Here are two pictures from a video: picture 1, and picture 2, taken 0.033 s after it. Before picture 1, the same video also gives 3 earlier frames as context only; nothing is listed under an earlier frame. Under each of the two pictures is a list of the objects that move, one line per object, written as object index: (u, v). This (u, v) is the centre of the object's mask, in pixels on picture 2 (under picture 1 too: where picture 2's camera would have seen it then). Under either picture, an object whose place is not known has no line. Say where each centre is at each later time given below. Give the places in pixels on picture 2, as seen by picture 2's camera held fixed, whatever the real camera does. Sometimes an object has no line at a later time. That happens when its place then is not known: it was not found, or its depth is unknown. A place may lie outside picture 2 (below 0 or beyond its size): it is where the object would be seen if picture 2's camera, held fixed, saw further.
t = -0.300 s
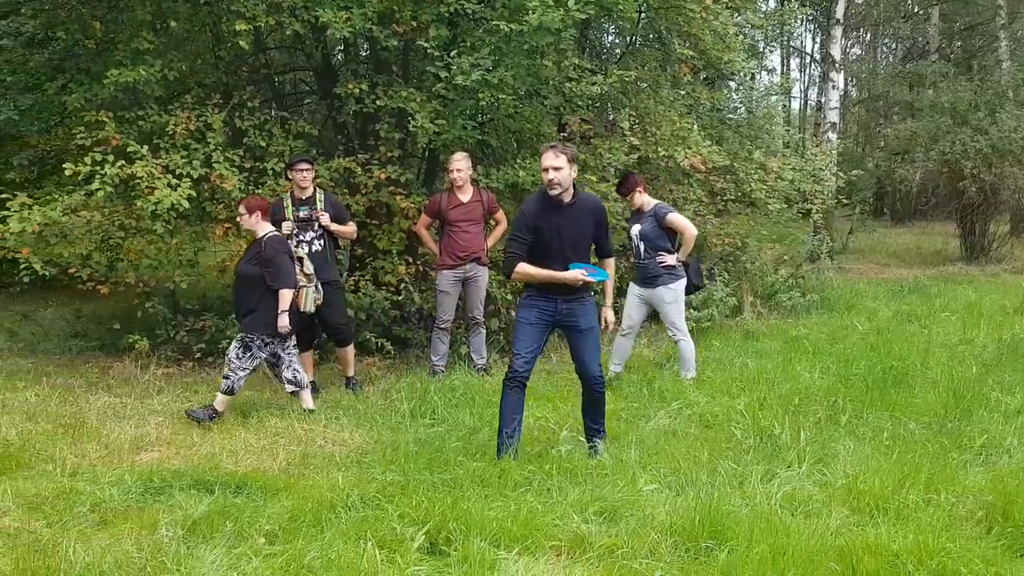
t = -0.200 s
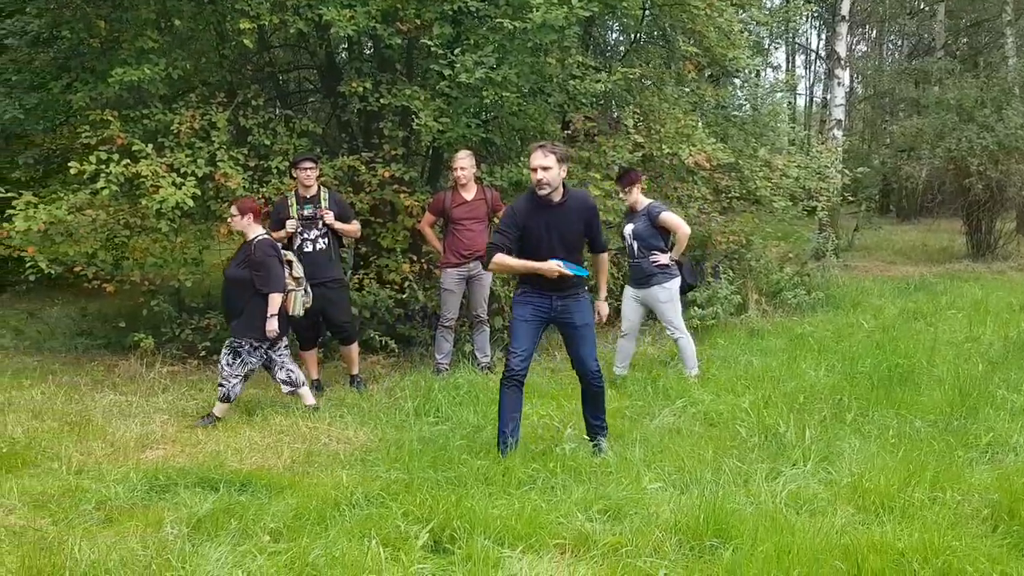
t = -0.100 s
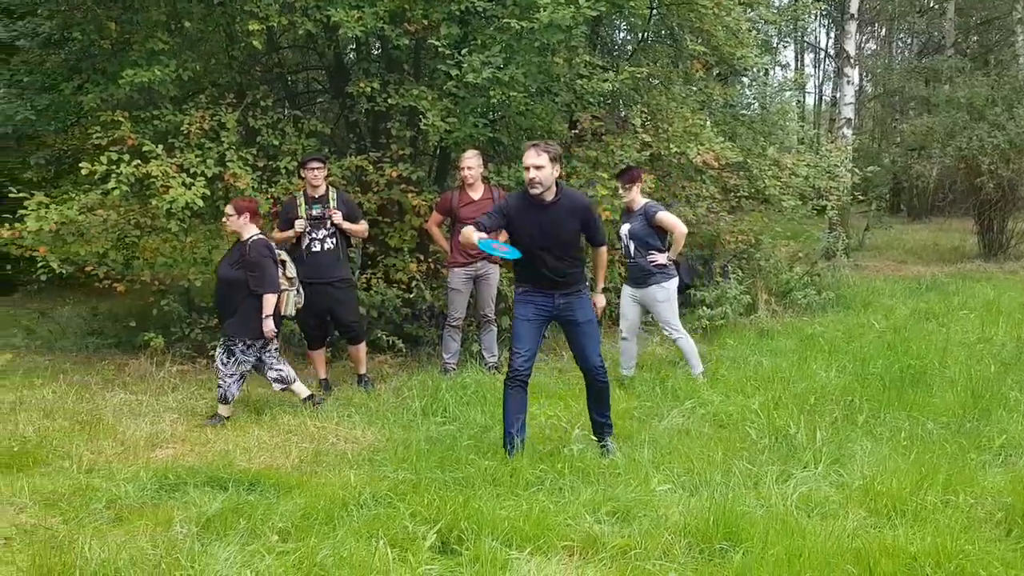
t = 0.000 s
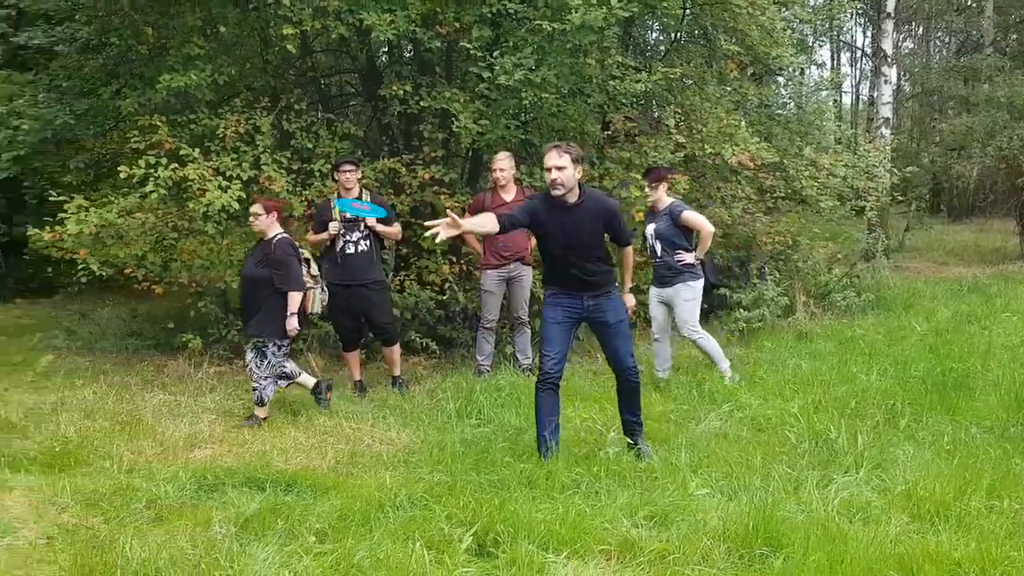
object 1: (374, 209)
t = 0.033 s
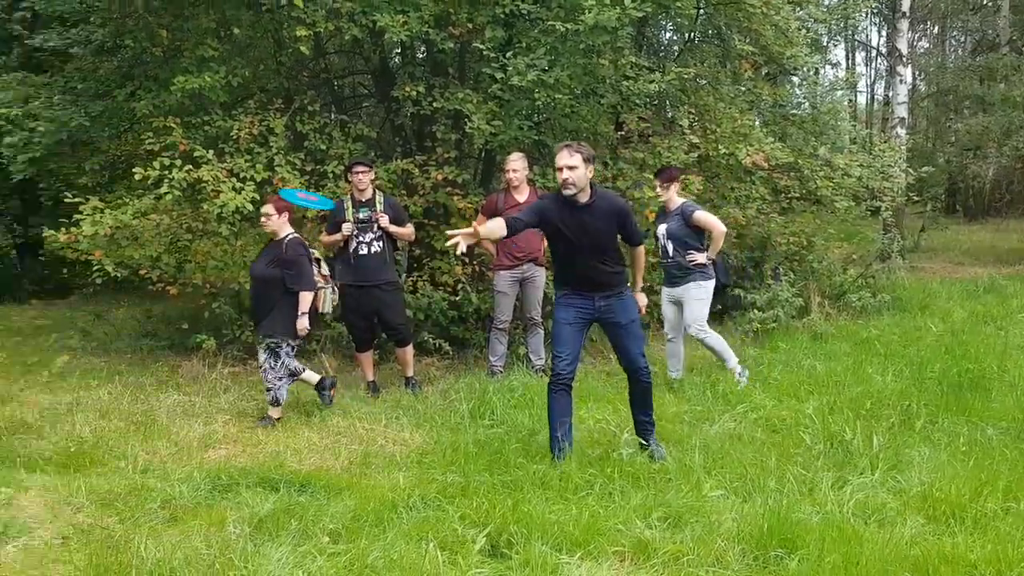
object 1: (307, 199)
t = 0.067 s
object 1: (233, 190)
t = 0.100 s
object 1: (153, 183)
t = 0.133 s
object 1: (64, 177)
